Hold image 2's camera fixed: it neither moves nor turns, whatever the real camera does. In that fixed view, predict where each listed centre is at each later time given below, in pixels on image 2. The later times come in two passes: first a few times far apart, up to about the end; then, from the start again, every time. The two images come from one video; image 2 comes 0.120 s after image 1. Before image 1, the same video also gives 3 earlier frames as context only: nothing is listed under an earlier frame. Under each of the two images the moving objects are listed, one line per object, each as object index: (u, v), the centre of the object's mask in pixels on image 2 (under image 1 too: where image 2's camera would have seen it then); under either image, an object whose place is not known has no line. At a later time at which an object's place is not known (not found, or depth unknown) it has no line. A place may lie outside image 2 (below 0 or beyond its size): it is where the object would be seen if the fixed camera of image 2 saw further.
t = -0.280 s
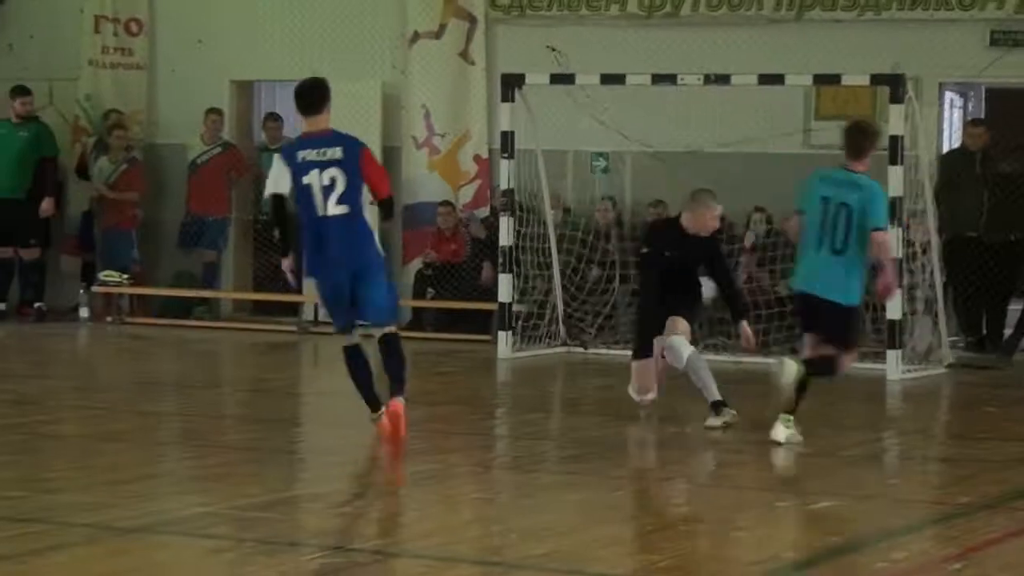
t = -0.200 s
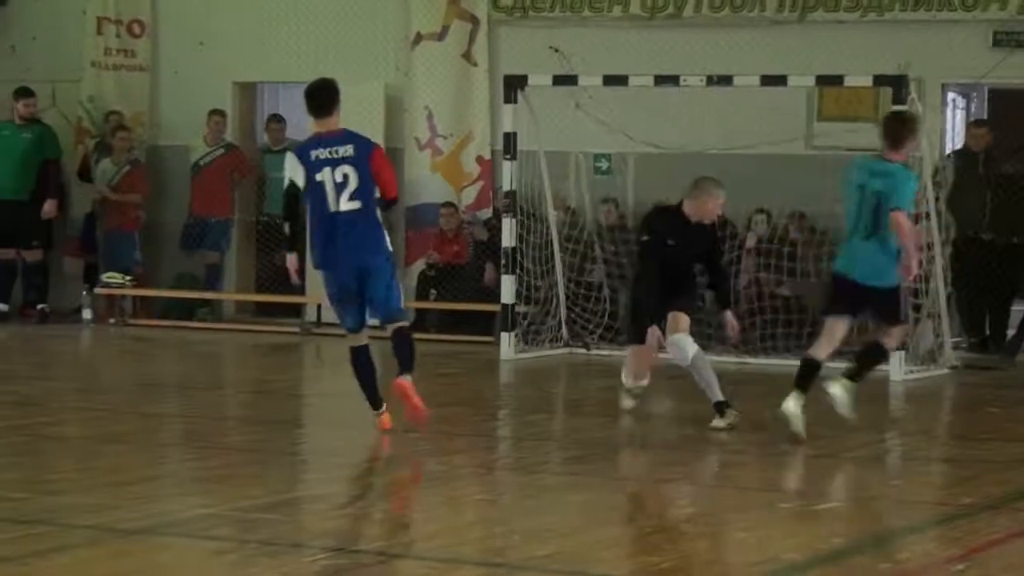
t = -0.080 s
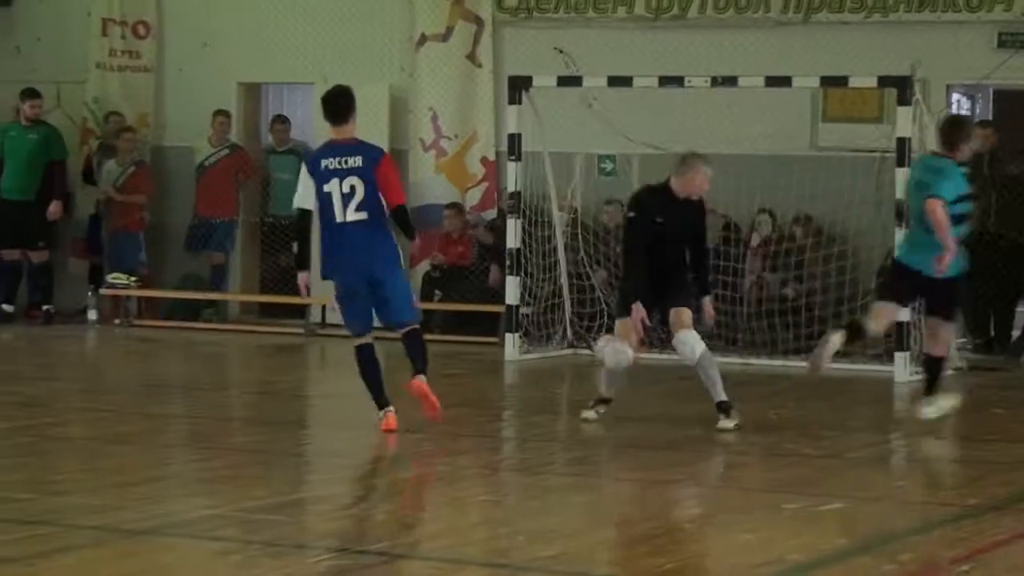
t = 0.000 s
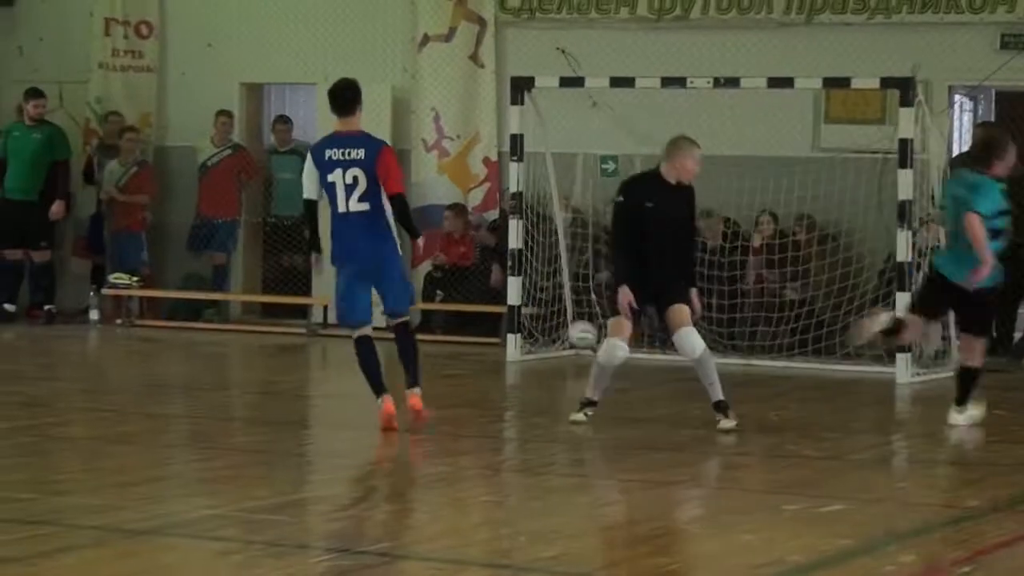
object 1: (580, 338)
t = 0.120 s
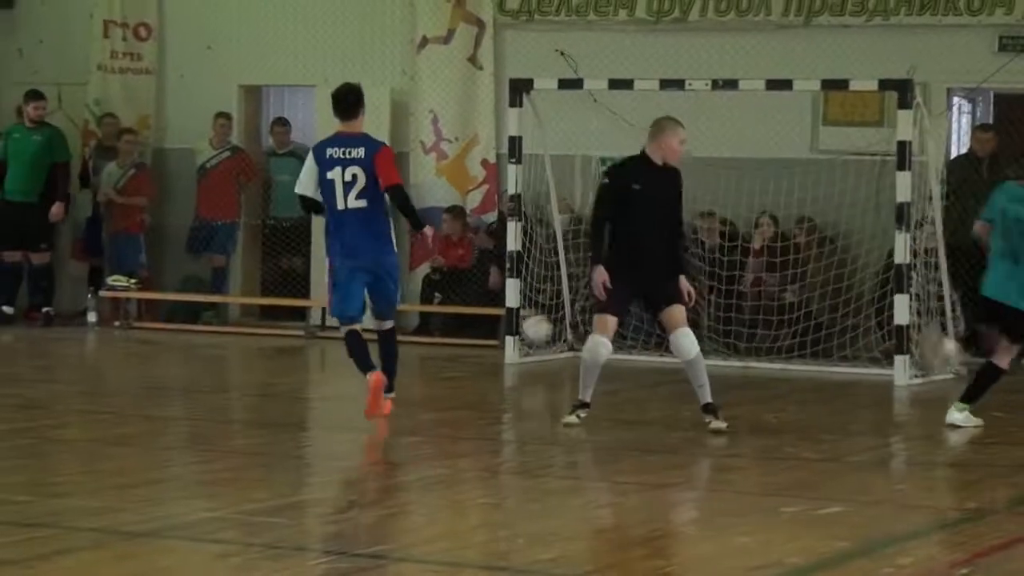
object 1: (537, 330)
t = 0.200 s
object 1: (508, 336)
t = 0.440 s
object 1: (424, 342)
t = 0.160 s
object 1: (523, 331)
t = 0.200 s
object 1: (508, 336)
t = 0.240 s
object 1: (494, 342)
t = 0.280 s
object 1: (479, 350)
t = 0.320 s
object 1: (465, 349)
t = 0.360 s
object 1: (452, 345)
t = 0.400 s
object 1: (438, 343)
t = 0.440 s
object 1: (424, 342)
